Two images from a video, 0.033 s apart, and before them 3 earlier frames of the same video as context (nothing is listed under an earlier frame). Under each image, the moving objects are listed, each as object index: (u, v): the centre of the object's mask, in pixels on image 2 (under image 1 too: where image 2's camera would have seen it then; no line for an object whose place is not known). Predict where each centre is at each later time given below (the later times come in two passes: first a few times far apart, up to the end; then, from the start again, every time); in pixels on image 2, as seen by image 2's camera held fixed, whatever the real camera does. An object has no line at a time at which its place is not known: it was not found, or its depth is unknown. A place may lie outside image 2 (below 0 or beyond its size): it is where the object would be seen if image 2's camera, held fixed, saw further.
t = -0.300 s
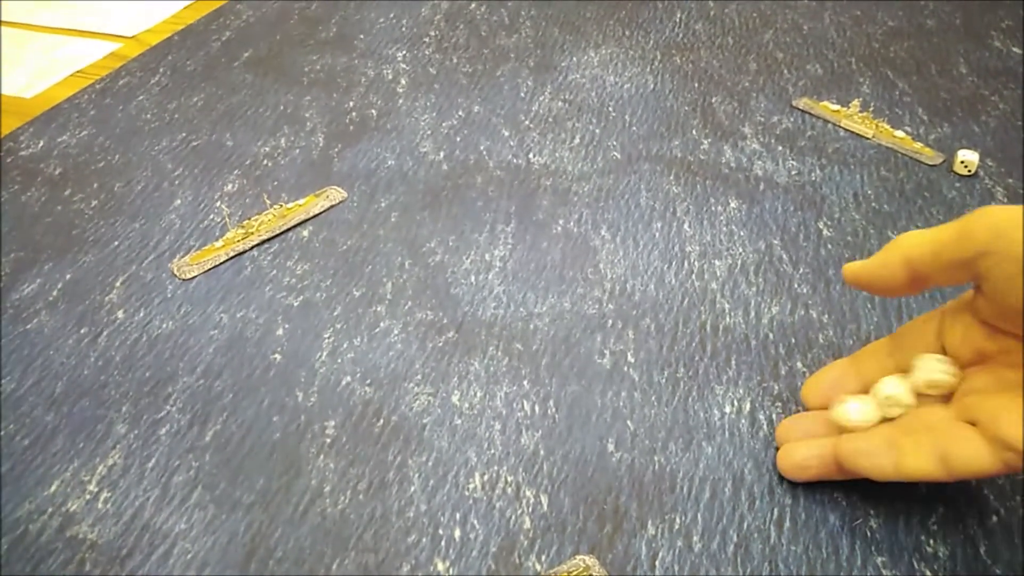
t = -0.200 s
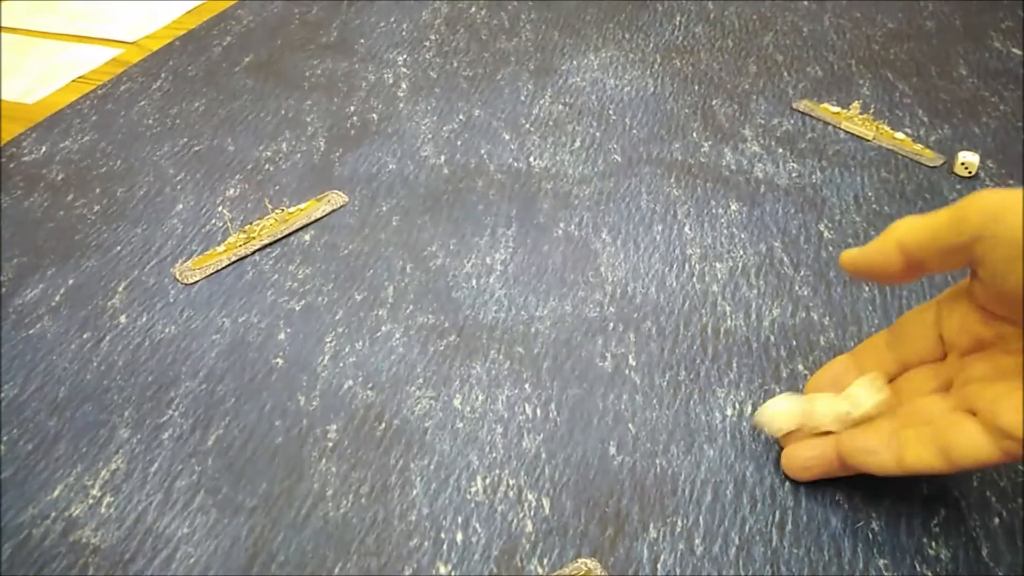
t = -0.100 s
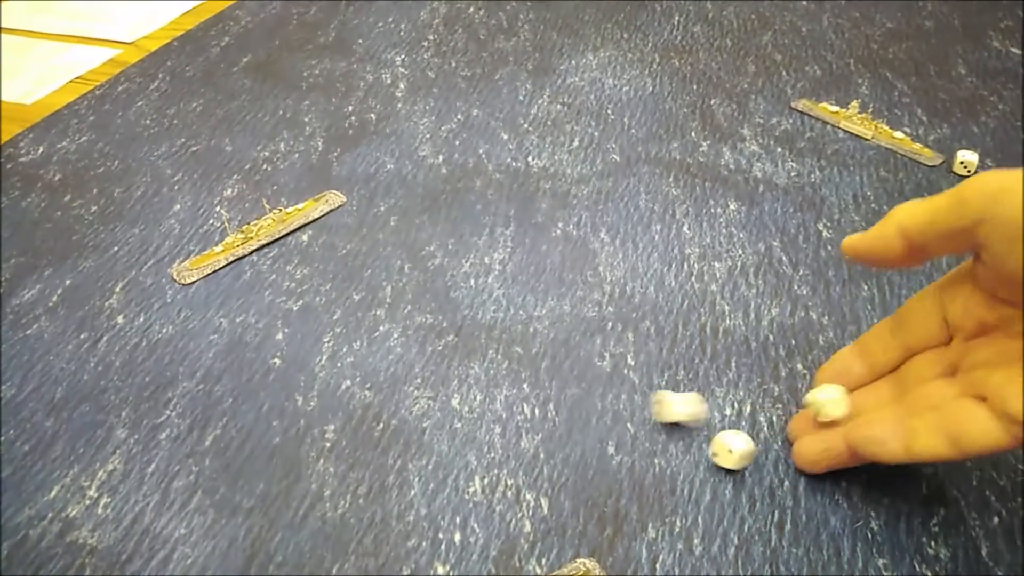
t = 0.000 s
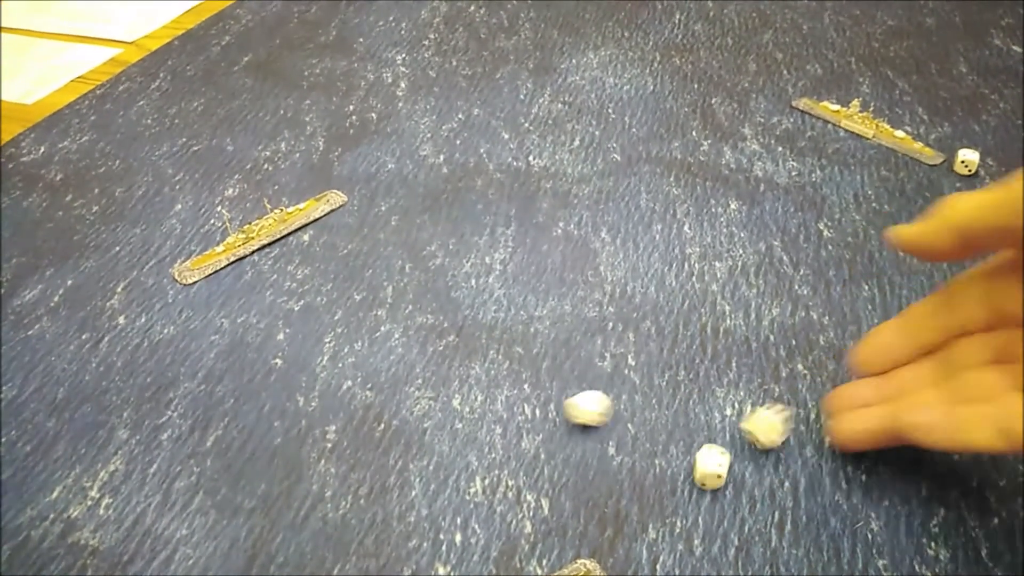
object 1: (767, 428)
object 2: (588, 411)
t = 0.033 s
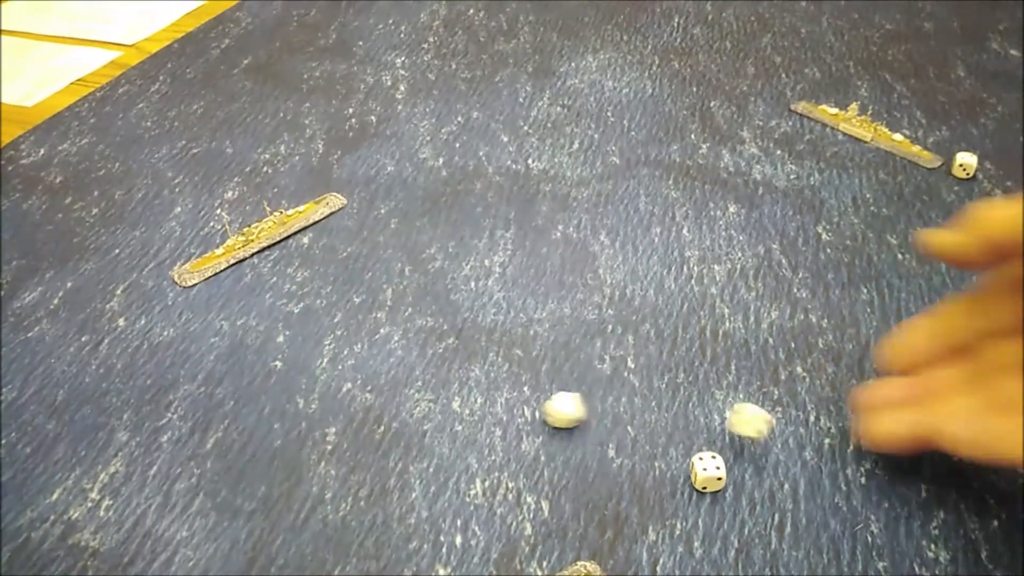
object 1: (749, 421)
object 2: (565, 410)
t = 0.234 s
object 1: (650, 461)
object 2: (519, 409)
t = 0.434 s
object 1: (611, 475)
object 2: (519, 409)
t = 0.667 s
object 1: (614, 463)
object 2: (519, 409)
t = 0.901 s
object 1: (615, 463)
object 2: (519, 409)
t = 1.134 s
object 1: (614, 463)
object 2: (519, 409)
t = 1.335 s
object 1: (615, 463)
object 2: (519, 409)
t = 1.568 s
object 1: (615, 463)
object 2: (520, 409)
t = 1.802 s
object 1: (614, 463)
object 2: (519, 409)
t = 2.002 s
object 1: (614, 463)
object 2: (520, 409)
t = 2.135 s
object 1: (614, 463)
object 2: (519, 409)
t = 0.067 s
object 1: (730, 426)
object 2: (546, 408)
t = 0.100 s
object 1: (714, 431)
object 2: (533, 408)
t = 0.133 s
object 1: (692, 436)
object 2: (526, 408)
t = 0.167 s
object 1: (676, 445)
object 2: (521, 408)
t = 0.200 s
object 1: (663, 456)
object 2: (519, 409)
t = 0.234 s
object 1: (650, 461)
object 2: (519, 409)
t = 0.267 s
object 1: (640, 467)
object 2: (519, 409)
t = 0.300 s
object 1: (634, 473)
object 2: (519, 409)
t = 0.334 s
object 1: (622, 477)
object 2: (519, 409)
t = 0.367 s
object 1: (615, 477)
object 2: (519, 409)
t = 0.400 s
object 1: (612, 476)
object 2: (519, 409)
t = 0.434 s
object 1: (611, 475)
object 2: (519, 409)
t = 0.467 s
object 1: (611, 472)
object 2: (519, 409)
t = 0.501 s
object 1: (615, 468)
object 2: (519, 409)
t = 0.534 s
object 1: (616, 465)
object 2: (519, 409)
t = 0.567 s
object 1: (616, 463)
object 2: (519, 409)
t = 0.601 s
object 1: (615, 463)
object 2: (519, 409)
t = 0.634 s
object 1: (614, 463)
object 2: (519, 409)
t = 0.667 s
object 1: (614, 463)
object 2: (519, 409)
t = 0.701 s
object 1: (614, 463)
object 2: (519, 409)
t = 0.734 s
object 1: (615, 463)
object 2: (519, 409)
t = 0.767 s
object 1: (615, 463)
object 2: (519, 409)
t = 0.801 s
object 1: (614, 463)
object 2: (519, 409)
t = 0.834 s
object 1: (615, 463)
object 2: (519, 409)
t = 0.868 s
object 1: (615, 463)
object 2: (519, 409)
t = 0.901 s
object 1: (615, 463)
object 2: (519, 409)
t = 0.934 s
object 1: (615, 463)
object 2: (519, 409)
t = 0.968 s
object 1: (615, 463)
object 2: (519, 409)
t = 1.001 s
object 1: (615, 463)
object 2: (519, 409)
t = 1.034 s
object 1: (615, 463)
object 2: (519, 409)
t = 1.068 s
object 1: (615, 463)
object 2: (519, 409)
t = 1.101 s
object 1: (615, 463)
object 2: (519, 409)
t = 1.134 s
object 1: (614, 463)
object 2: (519, 409)
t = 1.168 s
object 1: (614, 463)
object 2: (519, 409)
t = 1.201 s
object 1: (614, 463)
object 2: (519, 409)
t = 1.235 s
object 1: (615, 463)
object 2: (519, 409)
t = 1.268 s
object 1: (614, 463)
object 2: (519, 409)
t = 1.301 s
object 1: (615, 463)
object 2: (519, 409)
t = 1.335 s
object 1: (615, 463)
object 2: (519, 409)
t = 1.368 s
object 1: (615, 463)
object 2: (519, 409)
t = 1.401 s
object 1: (615, 463)
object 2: (519, 409)
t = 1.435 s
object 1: (615, 463)
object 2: (519, 409)
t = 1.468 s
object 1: (615, 463)
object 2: (519, 409)
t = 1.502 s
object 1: (615, 463)
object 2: (520, 409)
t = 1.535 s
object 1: (615, 463)
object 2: (520, 409)
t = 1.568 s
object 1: (615, 463)
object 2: (520, 409)
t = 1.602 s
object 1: (615, 463)
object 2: (519, 409)
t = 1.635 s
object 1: (615, 463)
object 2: (519, 409)
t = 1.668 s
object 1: (614, 463)
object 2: (519, 409)
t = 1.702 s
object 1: (614, 463)
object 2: (520, 409)
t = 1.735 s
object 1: (614, 463)
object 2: (520, 409)
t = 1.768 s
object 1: (614, 463)
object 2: (520, 409)
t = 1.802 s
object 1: (614, 463)
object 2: (519, 409)
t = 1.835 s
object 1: (614, 463)
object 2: (519, 409)
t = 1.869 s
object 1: (614, 463)
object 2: (519, 409)
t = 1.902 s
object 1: (614, 463)
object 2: (519, 409)
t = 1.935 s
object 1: (615, 463)
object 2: (520, 409)
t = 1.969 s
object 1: (614, 463)
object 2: (519, 409)
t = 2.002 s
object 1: (614, 463)
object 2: (520, 409)
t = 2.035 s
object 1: (615, 463)
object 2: (520, 409)
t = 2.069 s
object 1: (614, 463)
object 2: (519, 409)
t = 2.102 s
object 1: (615, 463)
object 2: (520, 409)
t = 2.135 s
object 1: (614, 463)
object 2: (519, 409)
